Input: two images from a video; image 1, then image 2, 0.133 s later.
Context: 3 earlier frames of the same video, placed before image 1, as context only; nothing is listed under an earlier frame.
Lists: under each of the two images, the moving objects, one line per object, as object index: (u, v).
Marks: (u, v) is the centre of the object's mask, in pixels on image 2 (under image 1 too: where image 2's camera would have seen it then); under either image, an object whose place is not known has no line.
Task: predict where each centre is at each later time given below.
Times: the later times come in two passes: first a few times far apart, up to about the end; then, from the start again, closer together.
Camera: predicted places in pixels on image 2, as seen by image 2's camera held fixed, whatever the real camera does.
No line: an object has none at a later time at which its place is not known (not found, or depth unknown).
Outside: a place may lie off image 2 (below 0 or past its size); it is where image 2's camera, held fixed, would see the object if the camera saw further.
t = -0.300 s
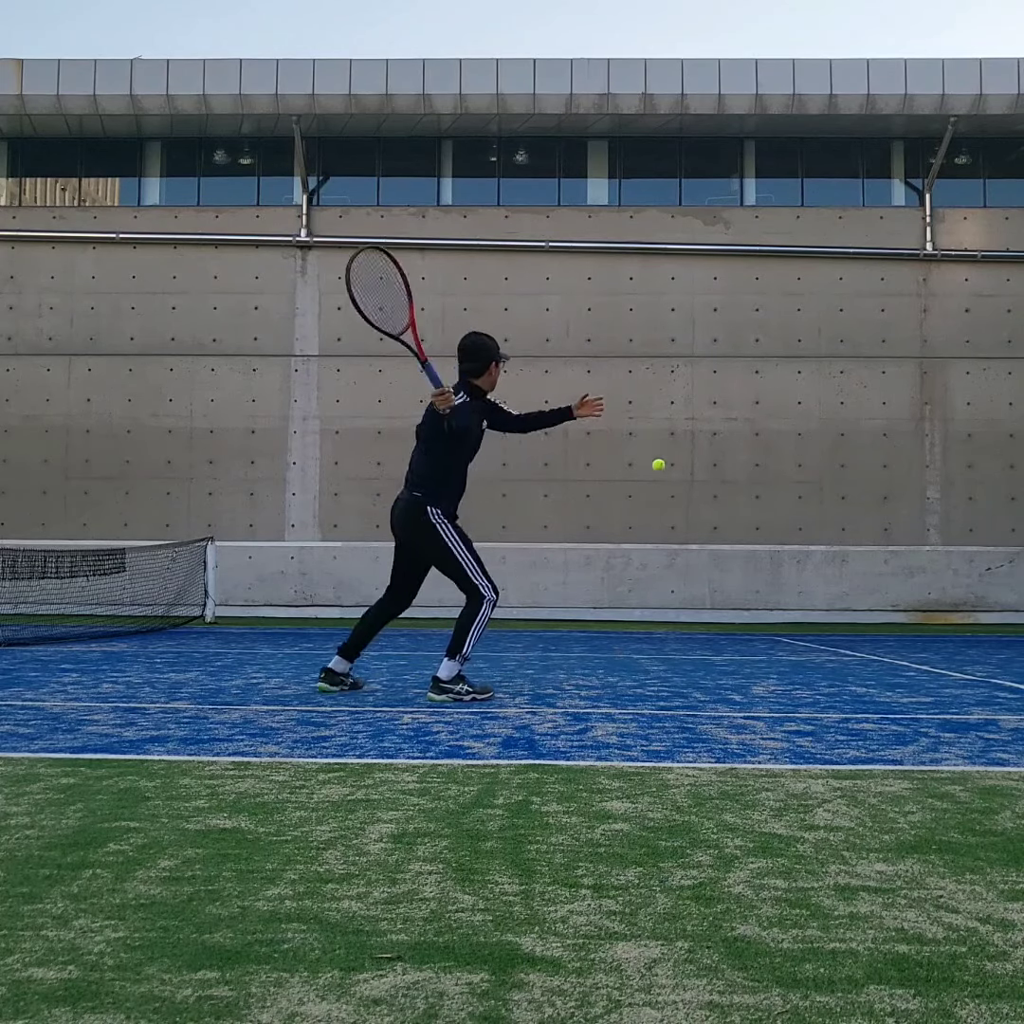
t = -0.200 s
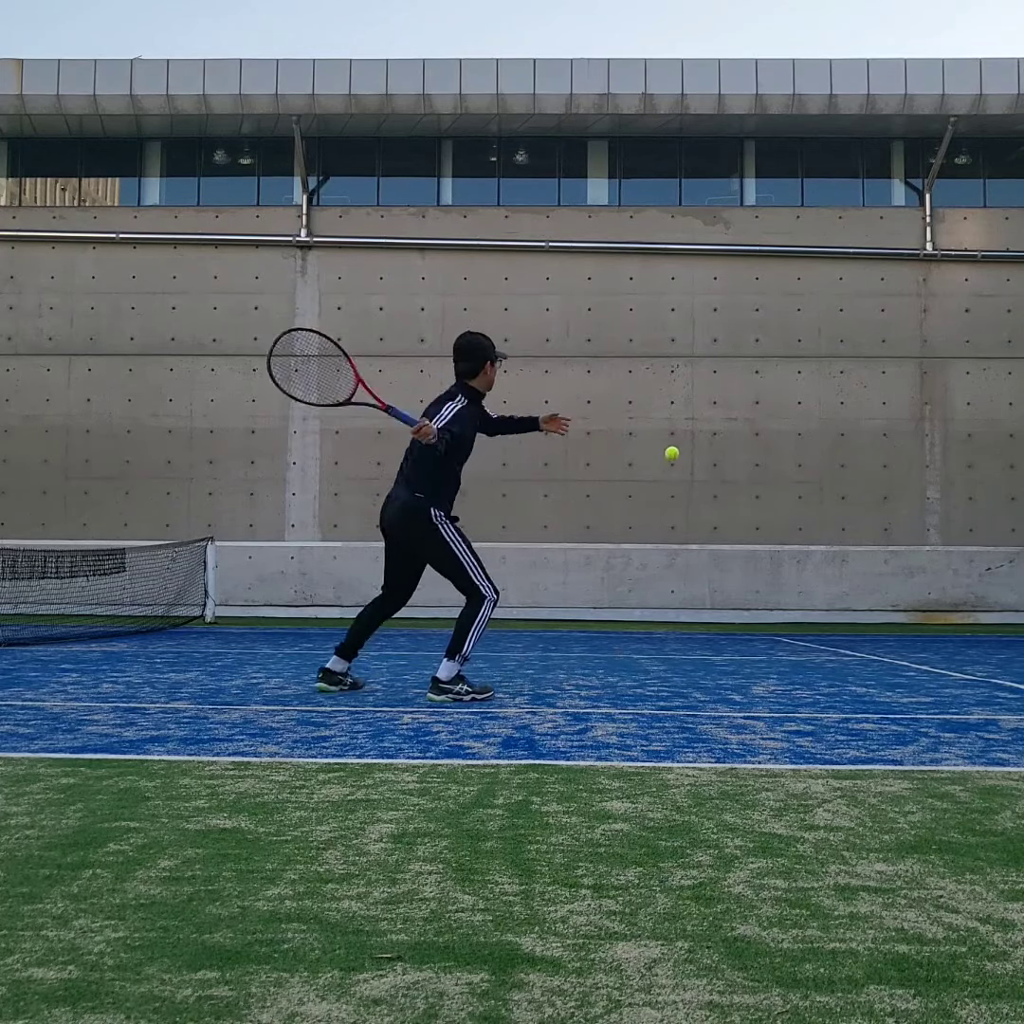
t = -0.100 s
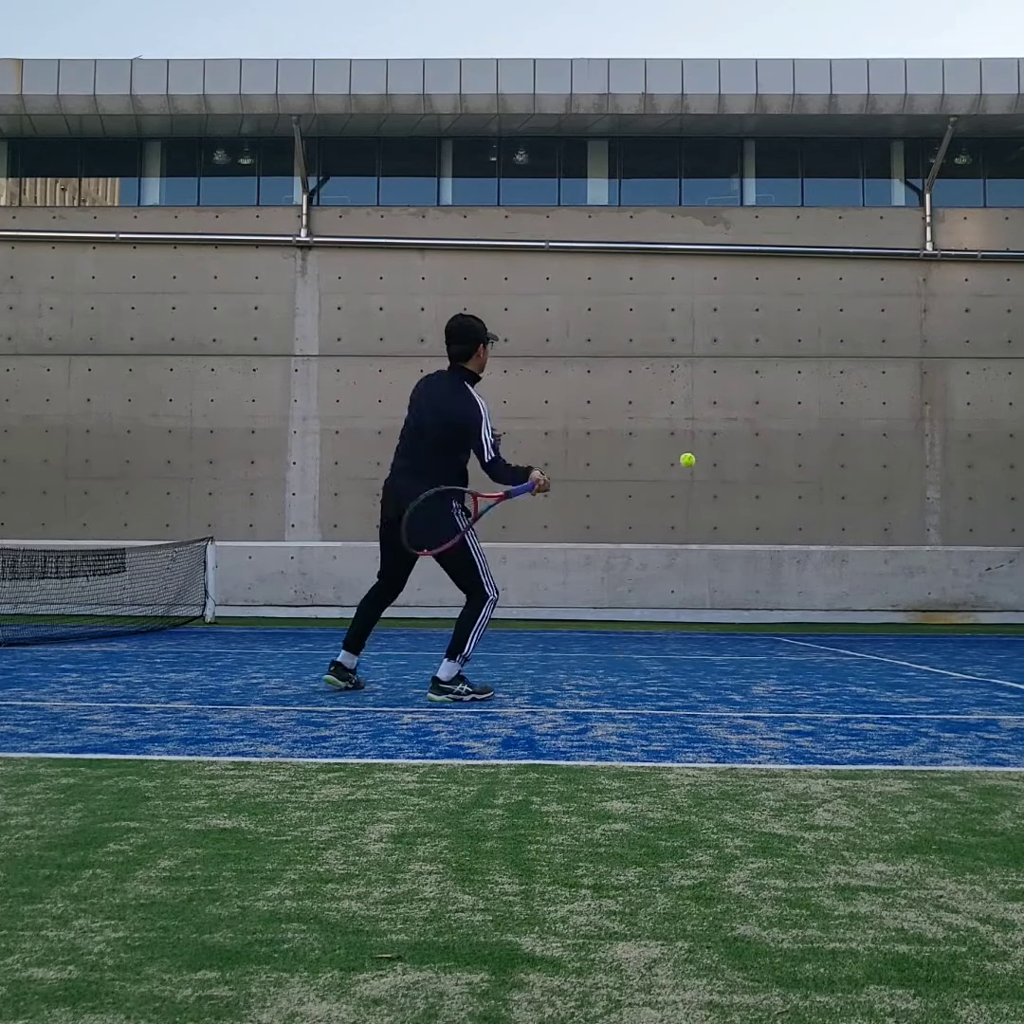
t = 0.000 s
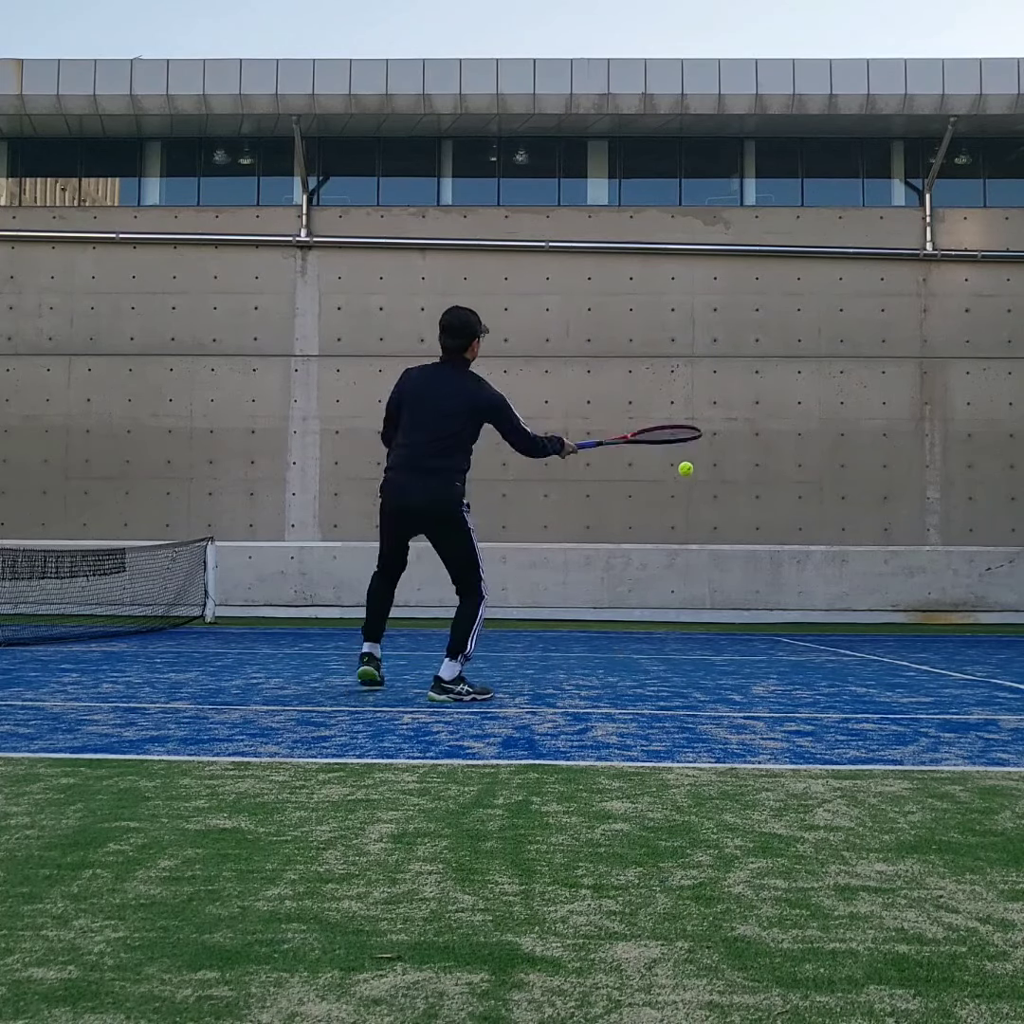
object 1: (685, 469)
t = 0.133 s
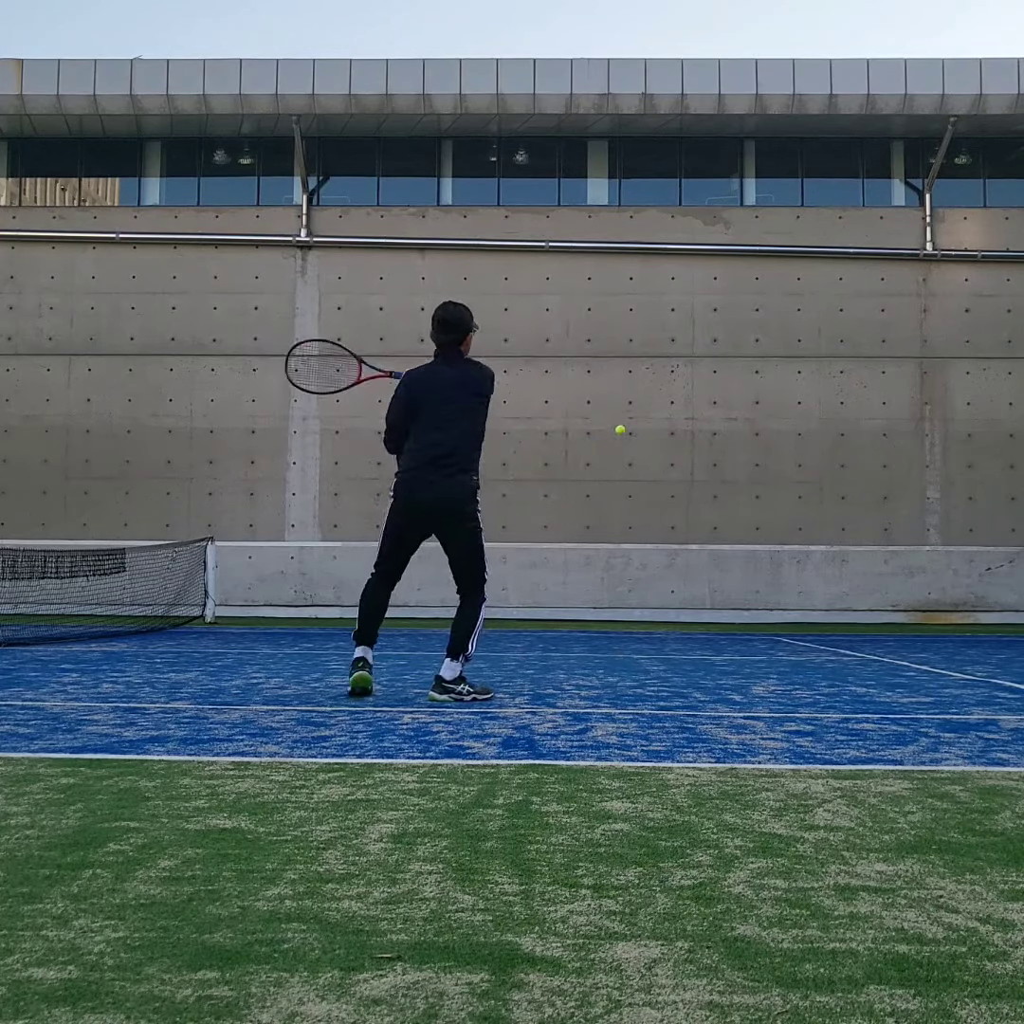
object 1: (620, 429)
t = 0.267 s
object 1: (592, 436)
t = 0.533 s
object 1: (570, 492)
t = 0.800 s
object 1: (571, 491)
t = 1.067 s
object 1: (574, 559)
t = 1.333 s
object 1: (582, 582)
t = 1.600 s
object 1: (593, 513)
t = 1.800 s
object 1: (604, 524)
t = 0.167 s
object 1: (611, 428)
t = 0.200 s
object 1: (603, 430)
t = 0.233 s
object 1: (597, 433)
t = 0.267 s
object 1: (592, 436)
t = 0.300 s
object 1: (587, 443)
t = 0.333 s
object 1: (583, 448)
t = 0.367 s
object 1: (580, 455)
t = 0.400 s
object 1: (577, 461)
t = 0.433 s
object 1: (575, 469)
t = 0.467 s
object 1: (572, 476)
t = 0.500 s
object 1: (571, 485)
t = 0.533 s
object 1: (570, 492)
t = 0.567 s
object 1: (569, 490)
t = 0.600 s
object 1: (569, 488)
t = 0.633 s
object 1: (569, 487)
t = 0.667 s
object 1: (570, 485)
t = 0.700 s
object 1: (569, 485)
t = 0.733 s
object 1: (570, 486)
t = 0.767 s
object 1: (571, 488)
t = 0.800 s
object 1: (571, 491)
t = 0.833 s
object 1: (571, 495)
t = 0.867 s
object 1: (571, 500)
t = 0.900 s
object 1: (572, 507)
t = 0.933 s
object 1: (572, 514)
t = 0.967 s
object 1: (572, 523)
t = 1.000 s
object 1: (573, 534)
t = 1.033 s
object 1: (573, 546)
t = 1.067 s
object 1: (574, 559)
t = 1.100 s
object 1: (575, 575)
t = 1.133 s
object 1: (575, 593)
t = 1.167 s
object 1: (576, 613)
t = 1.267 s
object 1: (579, 611)
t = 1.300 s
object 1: (581, 596)
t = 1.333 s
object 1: (582, 582)
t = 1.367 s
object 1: (583, 569)
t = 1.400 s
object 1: (585, 557)
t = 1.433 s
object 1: (586, 546)
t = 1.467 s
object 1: (587, 537)
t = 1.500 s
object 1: (589, 529)
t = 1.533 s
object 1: (590, 522)
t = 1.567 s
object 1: (592, 517)
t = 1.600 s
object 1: (593, 513)
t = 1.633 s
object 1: (595, 510)
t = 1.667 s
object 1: (597, 510)
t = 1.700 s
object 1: (598, 510)
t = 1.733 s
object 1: (600, 513)
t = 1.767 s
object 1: (602, 517)
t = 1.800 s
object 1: (604, 524)
